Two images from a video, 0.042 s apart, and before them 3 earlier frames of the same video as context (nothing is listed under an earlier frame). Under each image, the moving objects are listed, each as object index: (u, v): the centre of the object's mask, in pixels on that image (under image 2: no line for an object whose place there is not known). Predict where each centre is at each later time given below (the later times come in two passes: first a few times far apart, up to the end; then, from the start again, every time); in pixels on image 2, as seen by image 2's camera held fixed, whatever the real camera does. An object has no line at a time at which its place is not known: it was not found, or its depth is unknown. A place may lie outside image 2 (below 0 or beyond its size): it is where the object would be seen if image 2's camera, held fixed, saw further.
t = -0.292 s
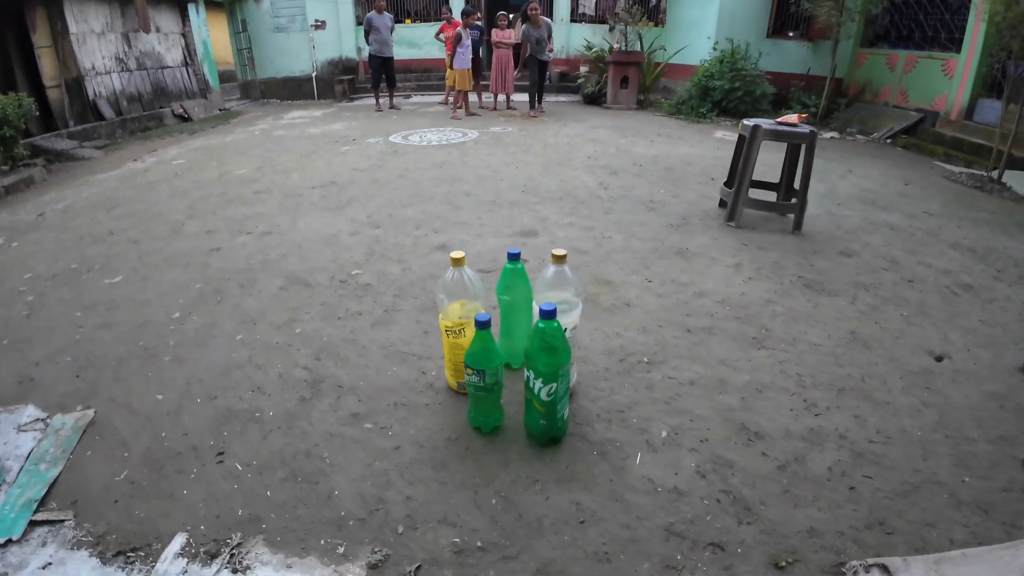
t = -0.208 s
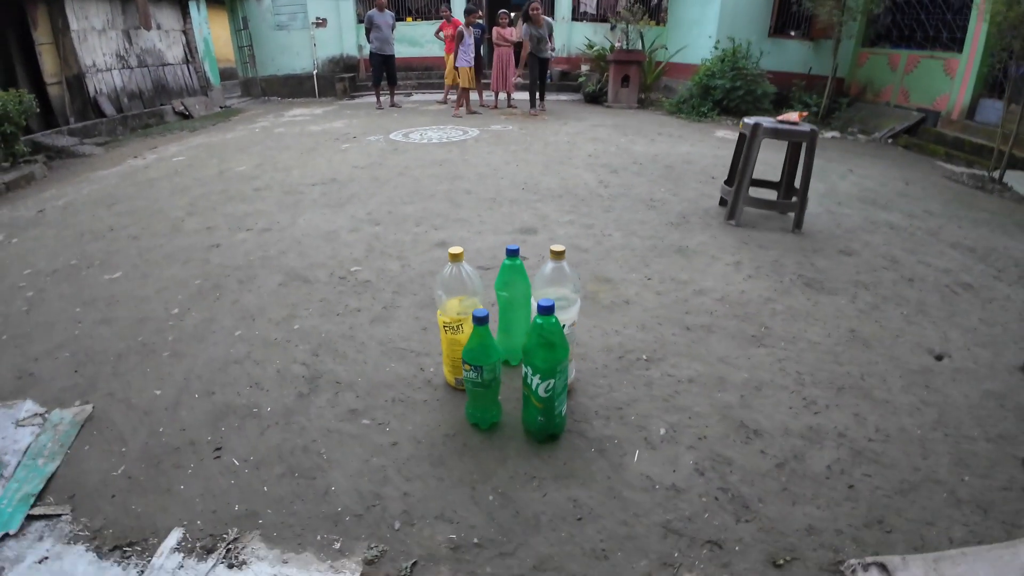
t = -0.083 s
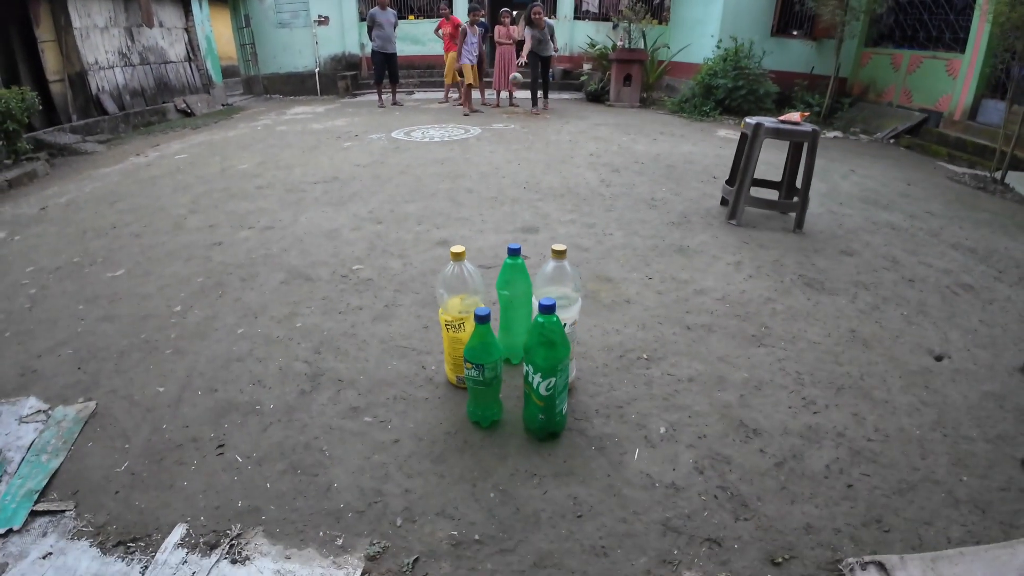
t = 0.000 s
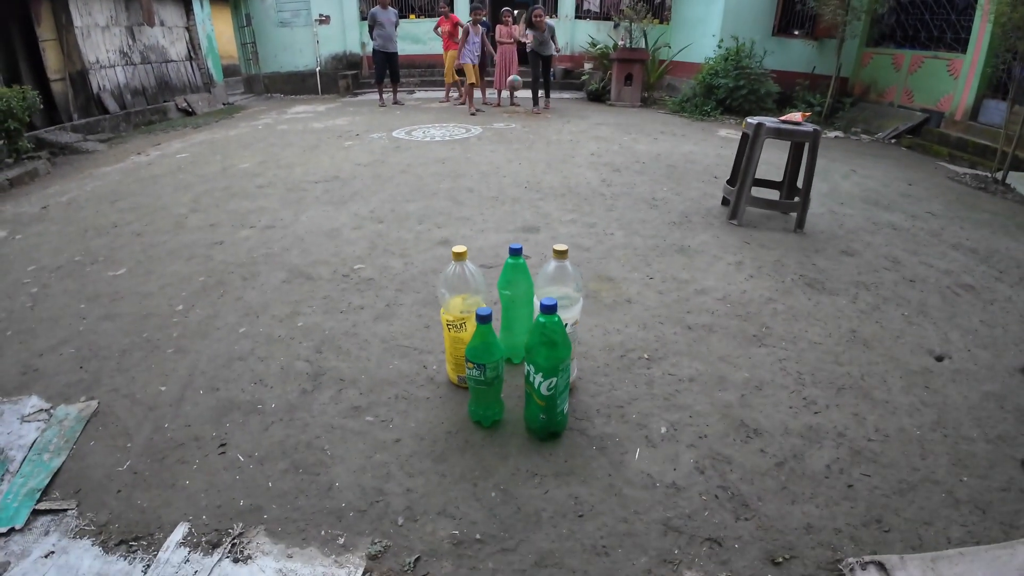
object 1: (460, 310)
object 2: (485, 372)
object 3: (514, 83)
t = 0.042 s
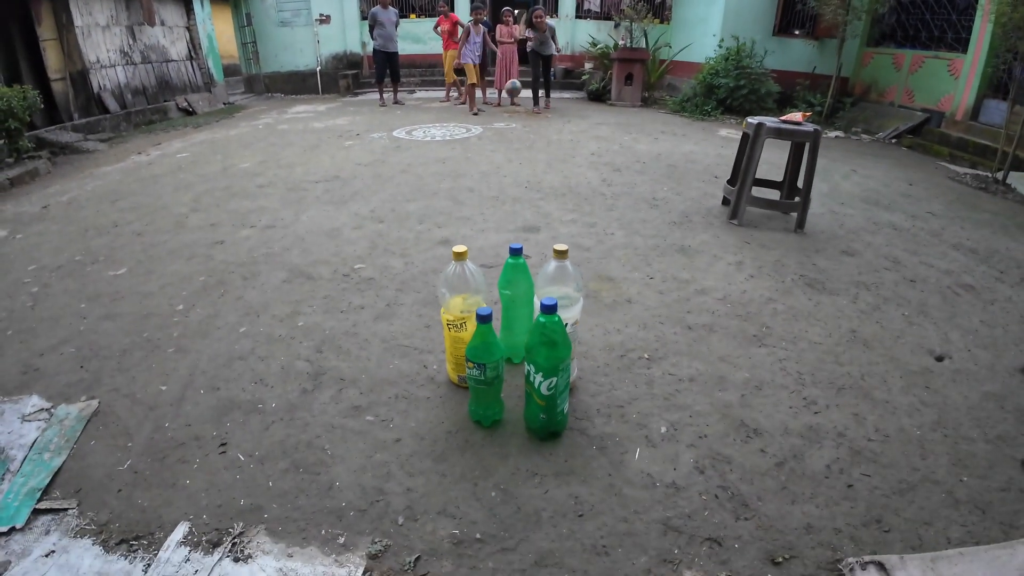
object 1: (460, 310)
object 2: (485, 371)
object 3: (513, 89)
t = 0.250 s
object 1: (461, 310)
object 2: (486, 371)
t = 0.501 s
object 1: (461, 310)
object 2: (486, 371)
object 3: (474, 190)
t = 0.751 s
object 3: (392, 346)
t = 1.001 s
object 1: (514, 429)
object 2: (561, 527)
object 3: (154, 551)
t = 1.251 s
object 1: (502, 488)
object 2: (603, 528)
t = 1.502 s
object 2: (639, 522)
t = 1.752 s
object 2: (657, 519)
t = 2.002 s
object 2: (662, 514)
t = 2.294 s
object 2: (658, 510)
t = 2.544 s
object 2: (656, 507)
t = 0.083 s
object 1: (460, 310)
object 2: (485, 371)
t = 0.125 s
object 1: (460, 310)
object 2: (485, 371)
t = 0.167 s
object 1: (460, 310)
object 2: (485, 371)
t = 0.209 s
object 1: (460, 310)
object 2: (486, 371)
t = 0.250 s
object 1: (461, 310)
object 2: (486, 371)
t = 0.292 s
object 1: (461, 310)
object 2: (486, 371)
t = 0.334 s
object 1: (461, 310)
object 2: (486, 371)
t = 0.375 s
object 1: (461, 310)
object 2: (486, 371)
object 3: (489, 163)
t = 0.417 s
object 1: (461, 310)
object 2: (486, 371)
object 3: (485, 166)
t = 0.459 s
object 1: (461, 311)
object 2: (486, 371)
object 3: (480, 174)
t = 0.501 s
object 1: (461, 310)
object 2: (486, 371)
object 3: (474, 190)
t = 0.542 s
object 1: (461, 310)
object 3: (467, 213)
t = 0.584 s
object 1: (461, 310)
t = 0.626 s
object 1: (461, 311)
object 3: (436, 292)
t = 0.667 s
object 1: (461, 311)
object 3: (430, 329)
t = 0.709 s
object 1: (469, 311)
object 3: (419, 334)
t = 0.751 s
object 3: (392, 346)
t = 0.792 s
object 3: (362, 367)
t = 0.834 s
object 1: (502, 368)
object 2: (525, 440)
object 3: (326, 400)
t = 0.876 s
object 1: (509, 393)
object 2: (539, 468)
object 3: (288, 448)
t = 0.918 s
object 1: (513, 420)
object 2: (552, 509)
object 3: (251, 506)
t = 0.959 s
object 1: (514, 423)
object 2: (553, 526)
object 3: (209, 542)
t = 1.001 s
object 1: (514, 429)
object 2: (561, 527)
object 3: (154, 551)
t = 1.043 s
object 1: (514, 438)
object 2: (569, 530)
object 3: (97, 565)
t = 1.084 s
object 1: (513, 450)
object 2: (578, 535)
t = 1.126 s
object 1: (513, 468)
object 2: (585, 535)
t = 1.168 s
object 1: (512, 488)
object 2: (589, 529)
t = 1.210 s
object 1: (507, 490)
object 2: (595, 528)
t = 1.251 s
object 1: (502, 488)
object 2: (603, 528)
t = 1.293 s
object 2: (610, 527)
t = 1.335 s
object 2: (616, 526)
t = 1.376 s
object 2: (623, 525)
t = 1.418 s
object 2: (629, 525)
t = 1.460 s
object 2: (634, 523)
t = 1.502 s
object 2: (639, 522)
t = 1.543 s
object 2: (642, 522)
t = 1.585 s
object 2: (645, 521)
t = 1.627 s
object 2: (648, 520)
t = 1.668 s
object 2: (651, 520)
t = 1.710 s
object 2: (653, 520)
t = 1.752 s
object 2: (657, 519)
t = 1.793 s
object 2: (659, 519)
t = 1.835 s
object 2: (661, 518)
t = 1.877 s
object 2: (663, 518)
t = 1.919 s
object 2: (664, 516)
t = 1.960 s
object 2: (664, 515)
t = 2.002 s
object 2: (662, 514)
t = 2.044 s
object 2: (661, 514)
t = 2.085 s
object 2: (660, 513)
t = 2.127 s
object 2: (659, 512)
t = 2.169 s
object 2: (658, 511)
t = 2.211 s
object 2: (658, 511)
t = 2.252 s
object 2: (658, 510)
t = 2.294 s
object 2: (658, 510)
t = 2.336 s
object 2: (657, 510)
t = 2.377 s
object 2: (657, 509)
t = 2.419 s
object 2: (657, 509)
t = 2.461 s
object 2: (657, 508)
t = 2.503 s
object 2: (656, 508)
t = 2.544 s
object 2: (656, 507)
